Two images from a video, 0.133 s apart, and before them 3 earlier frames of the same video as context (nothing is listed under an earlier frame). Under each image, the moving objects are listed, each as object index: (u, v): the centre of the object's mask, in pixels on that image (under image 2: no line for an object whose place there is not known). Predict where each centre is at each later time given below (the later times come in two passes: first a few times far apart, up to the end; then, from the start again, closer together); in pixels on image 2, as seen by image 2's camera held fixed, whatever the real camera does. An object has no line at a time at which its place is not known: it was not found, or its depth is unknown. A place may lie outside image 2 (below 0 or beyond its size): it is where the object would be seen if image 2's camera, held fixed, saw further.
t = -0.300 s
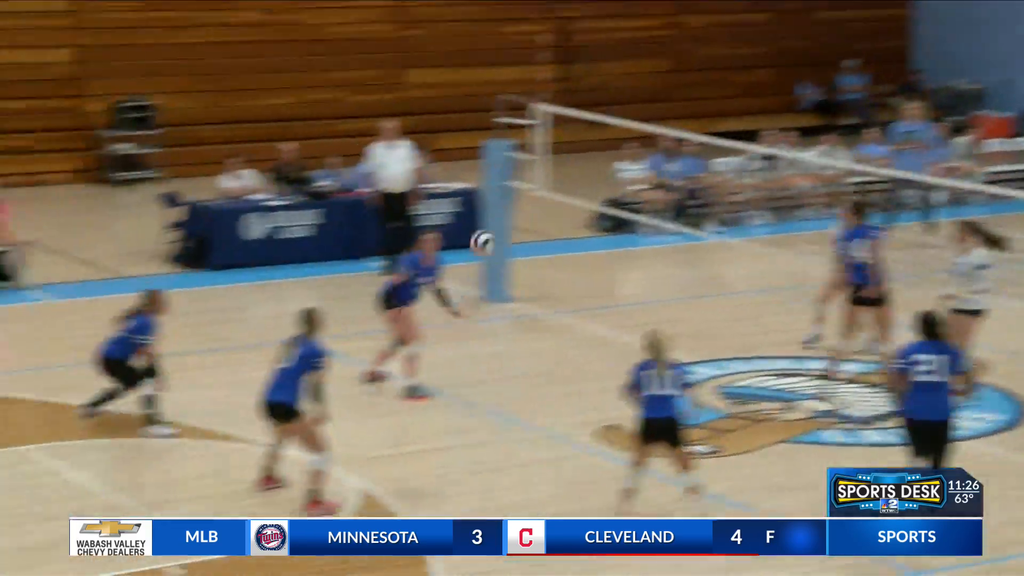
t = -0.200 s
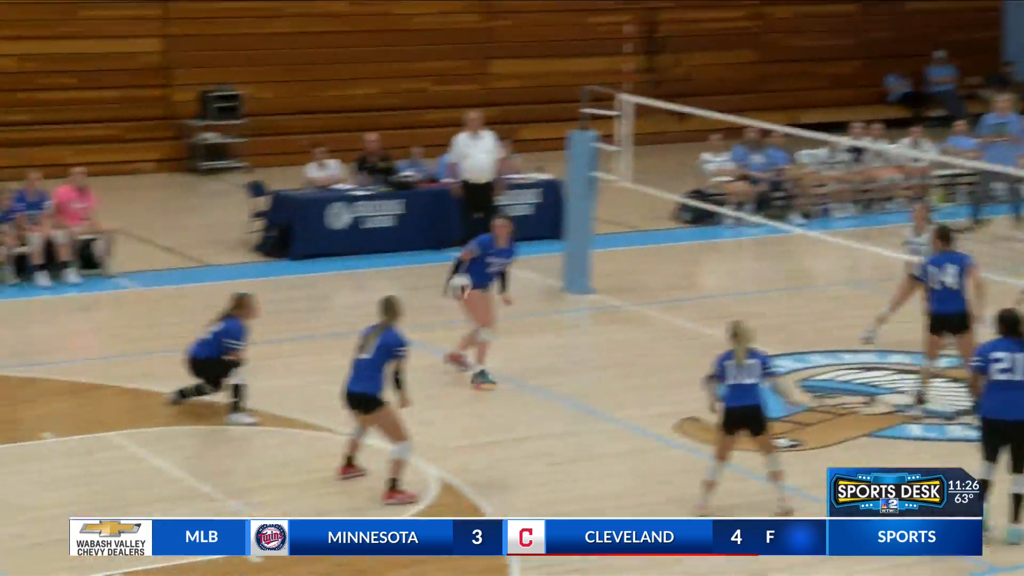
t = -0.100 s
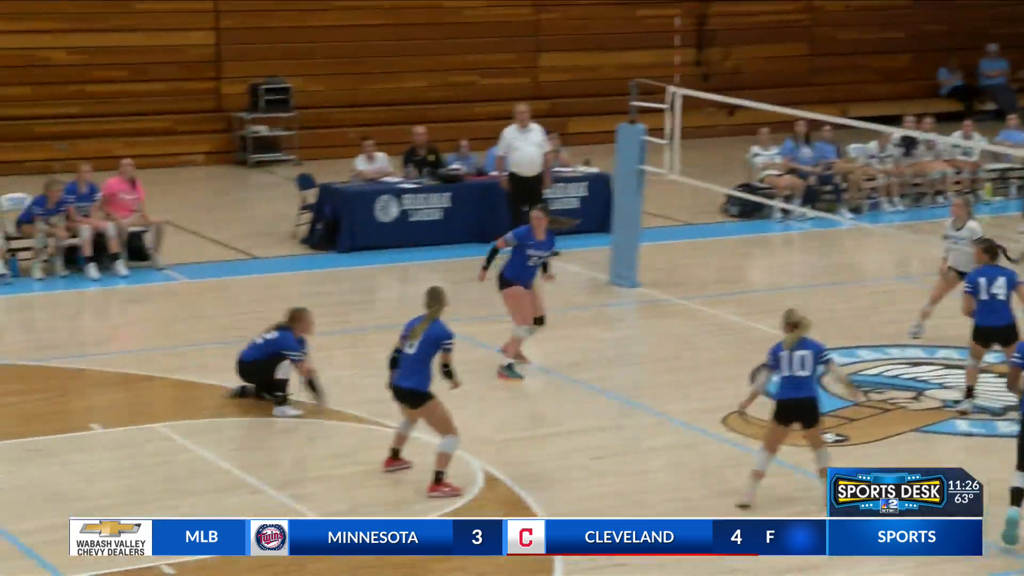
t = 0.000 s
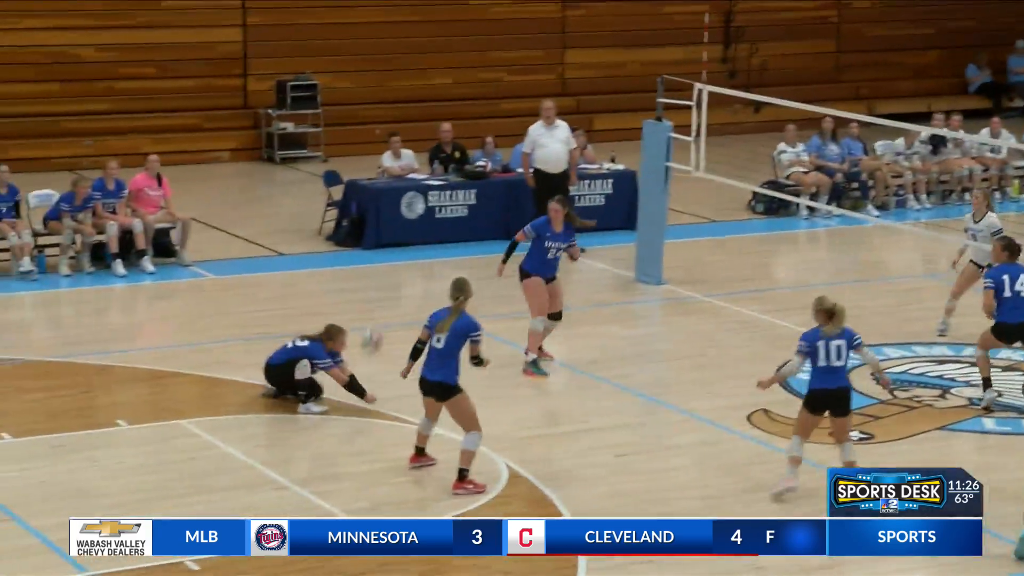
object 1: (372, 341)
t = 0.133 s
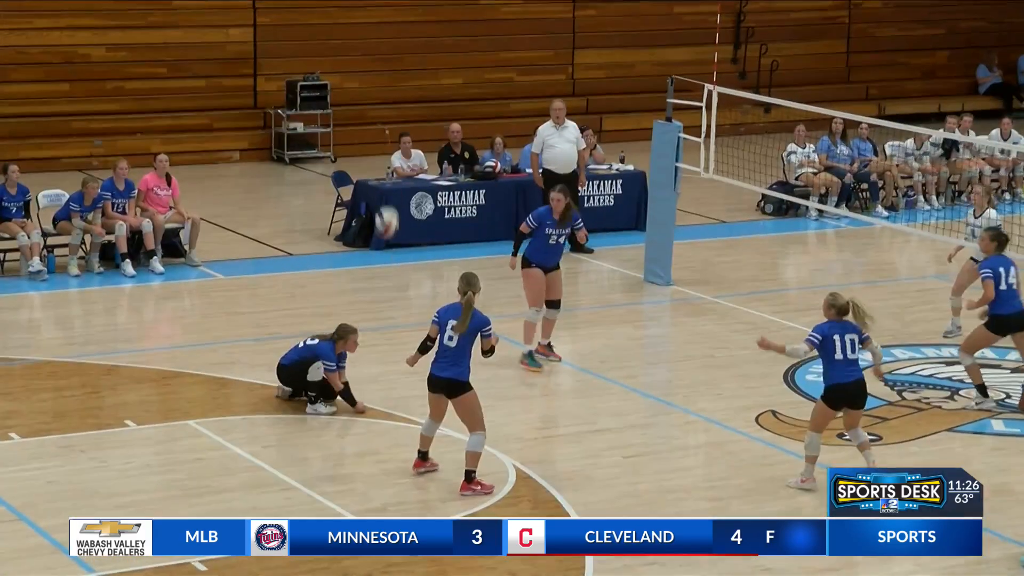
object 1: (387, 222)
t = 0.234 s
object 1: (388, 144)
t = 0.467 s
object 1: (392, 11)
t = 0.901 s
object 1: (391, -73)
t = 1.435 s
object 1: (389, 117)
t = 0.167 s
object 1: (387, 196)
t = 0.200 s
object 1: (387, 170)
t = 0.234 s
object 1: (388, 144)
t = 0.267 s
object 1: (390, 123)
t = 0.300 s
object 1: (391, 100)
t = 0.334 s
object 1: (391, 81)
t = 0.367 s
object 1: (391, 62)
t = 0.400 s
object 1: (392, 44)
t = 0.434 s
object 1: (392, 28)
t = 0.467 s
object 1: (392, 11)
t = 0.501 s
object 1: (392, -2)
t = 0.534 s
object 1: (392, -16)
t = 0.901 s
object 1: (391, -73)
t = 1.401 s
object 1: (390, 97)
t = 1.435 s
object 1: (389, 117)
